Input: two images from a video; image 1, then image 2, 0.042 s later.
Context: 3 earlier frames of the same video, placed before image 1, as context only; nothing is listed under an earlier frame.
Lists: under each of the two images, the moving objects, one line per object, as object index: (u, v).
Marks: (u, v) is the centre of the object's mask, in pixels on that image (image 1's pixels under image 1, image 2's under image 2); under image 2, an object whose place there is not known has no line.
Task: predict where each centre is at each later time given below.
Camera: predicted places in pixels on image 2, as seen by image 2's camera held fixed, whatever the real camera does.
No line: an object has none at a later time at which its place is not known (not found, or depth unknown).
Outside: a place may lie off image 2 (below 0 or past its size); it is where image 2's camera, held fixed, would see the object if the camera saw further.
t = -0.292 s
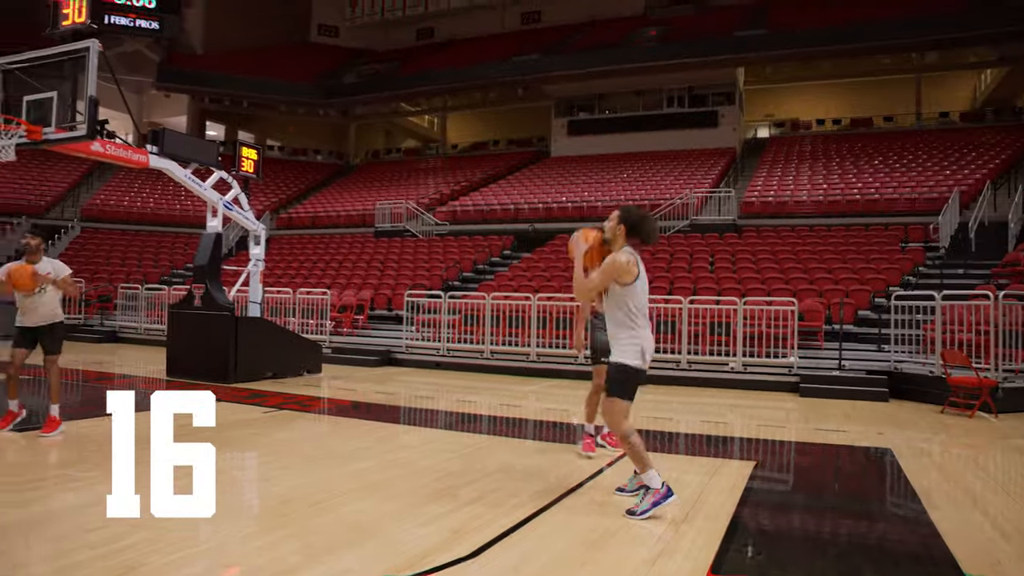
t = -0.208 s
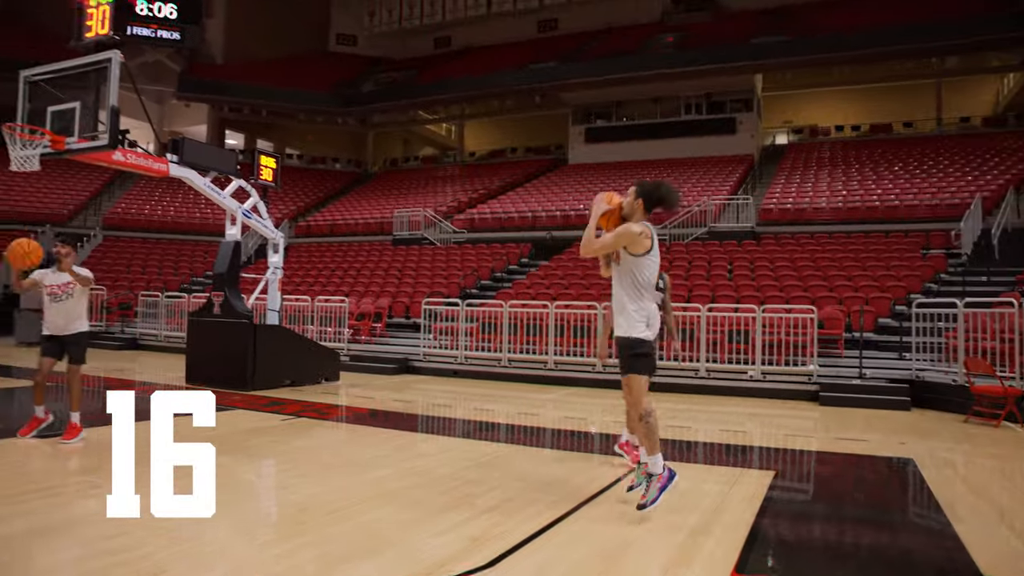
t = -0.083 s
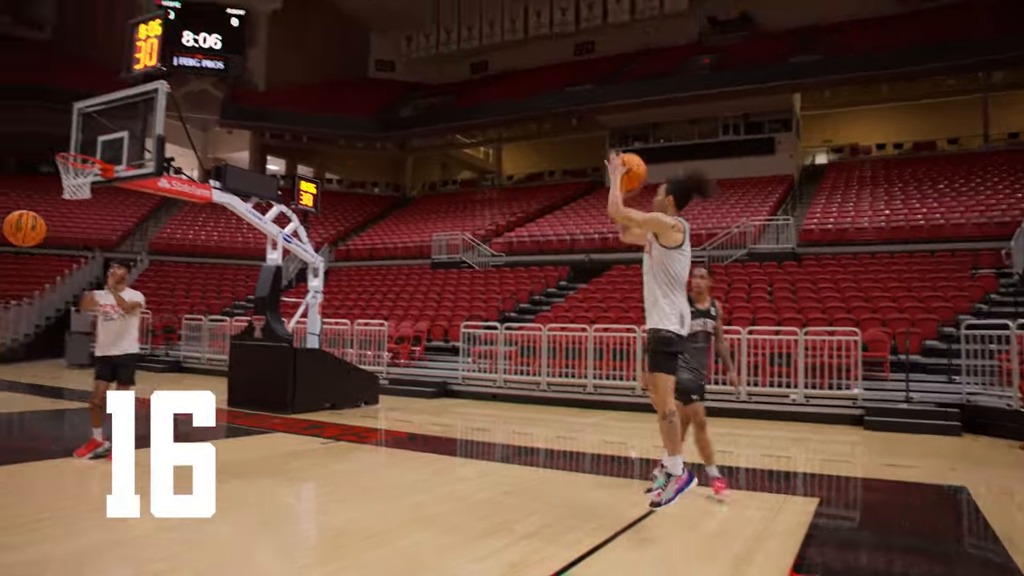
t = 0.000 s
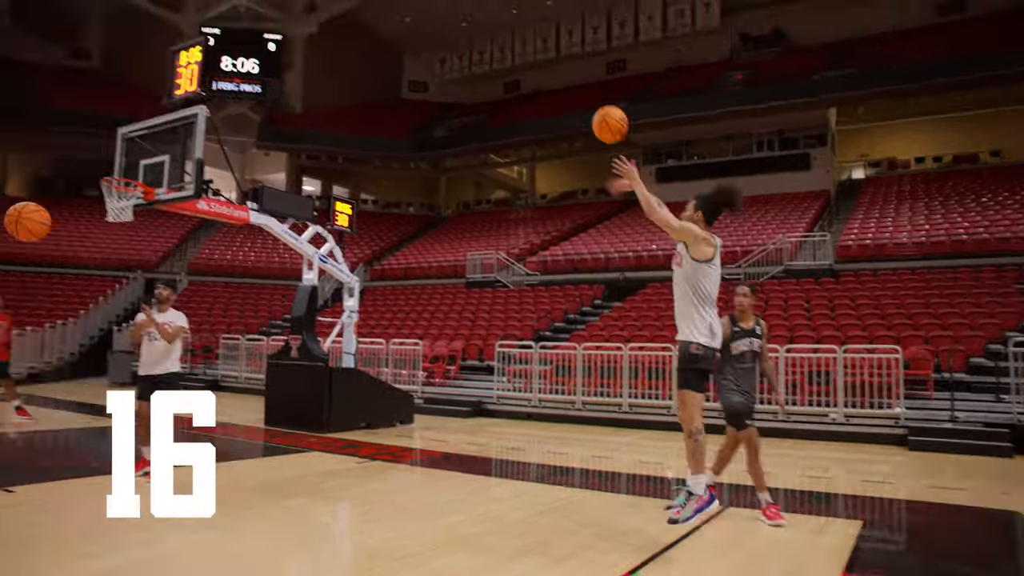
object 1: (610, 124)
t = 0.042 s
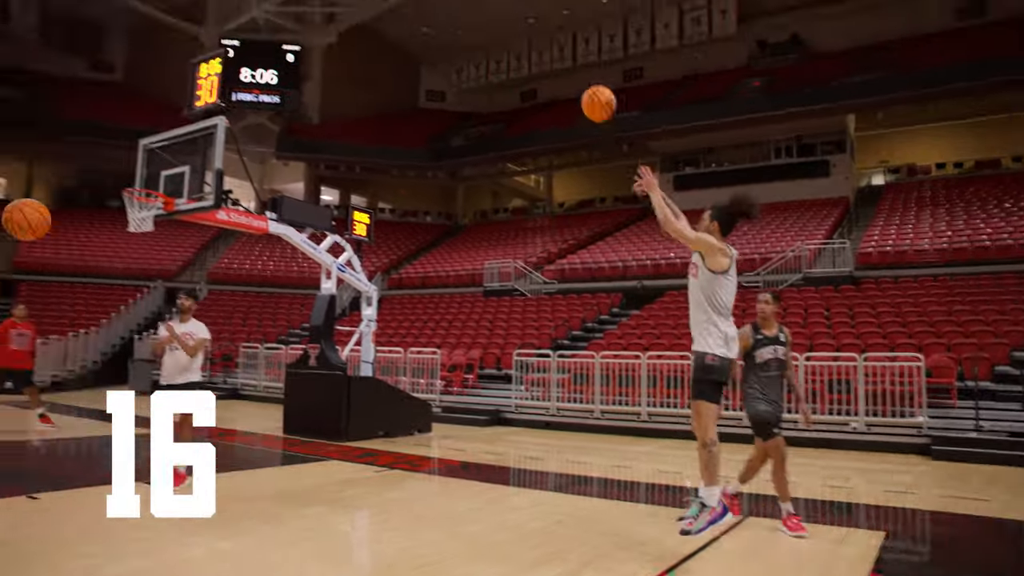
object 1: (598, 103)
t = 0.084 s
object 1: (572, 78)
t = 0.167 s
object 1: (528, 41)
